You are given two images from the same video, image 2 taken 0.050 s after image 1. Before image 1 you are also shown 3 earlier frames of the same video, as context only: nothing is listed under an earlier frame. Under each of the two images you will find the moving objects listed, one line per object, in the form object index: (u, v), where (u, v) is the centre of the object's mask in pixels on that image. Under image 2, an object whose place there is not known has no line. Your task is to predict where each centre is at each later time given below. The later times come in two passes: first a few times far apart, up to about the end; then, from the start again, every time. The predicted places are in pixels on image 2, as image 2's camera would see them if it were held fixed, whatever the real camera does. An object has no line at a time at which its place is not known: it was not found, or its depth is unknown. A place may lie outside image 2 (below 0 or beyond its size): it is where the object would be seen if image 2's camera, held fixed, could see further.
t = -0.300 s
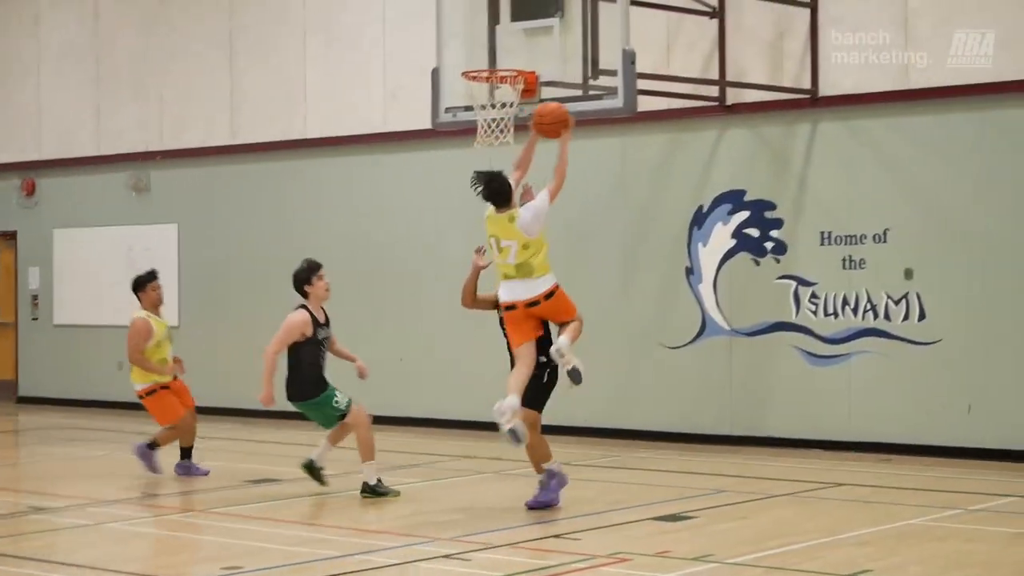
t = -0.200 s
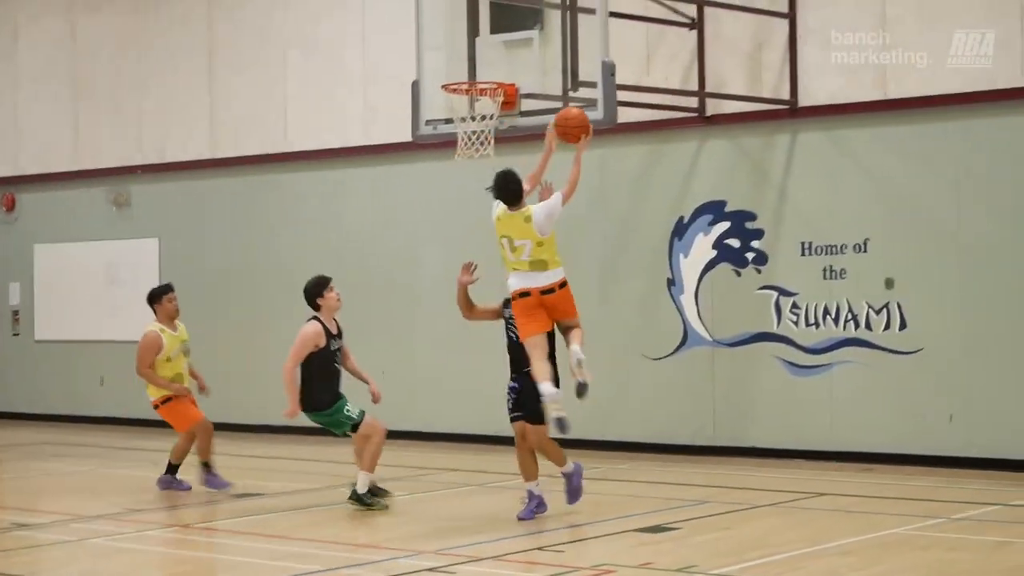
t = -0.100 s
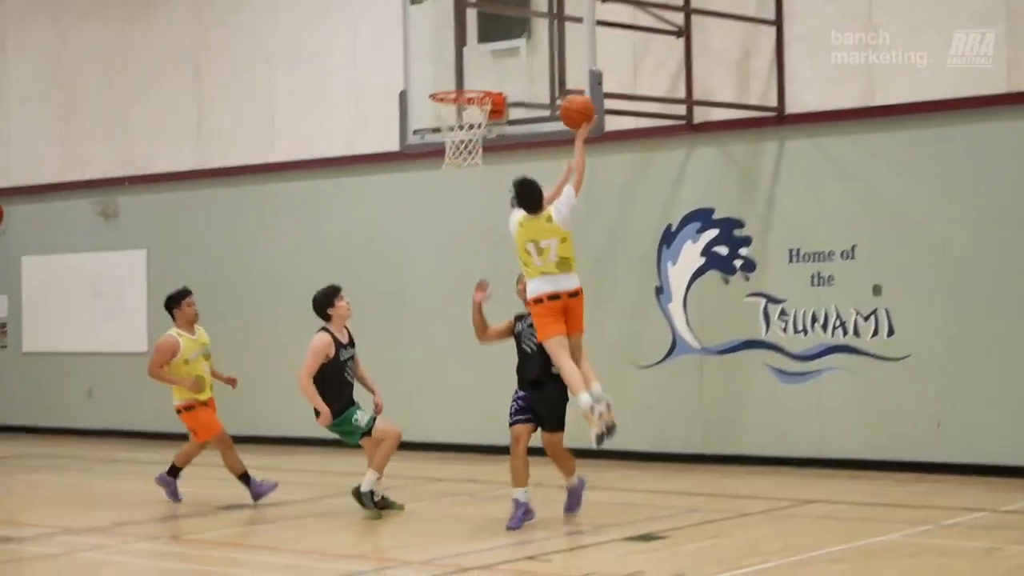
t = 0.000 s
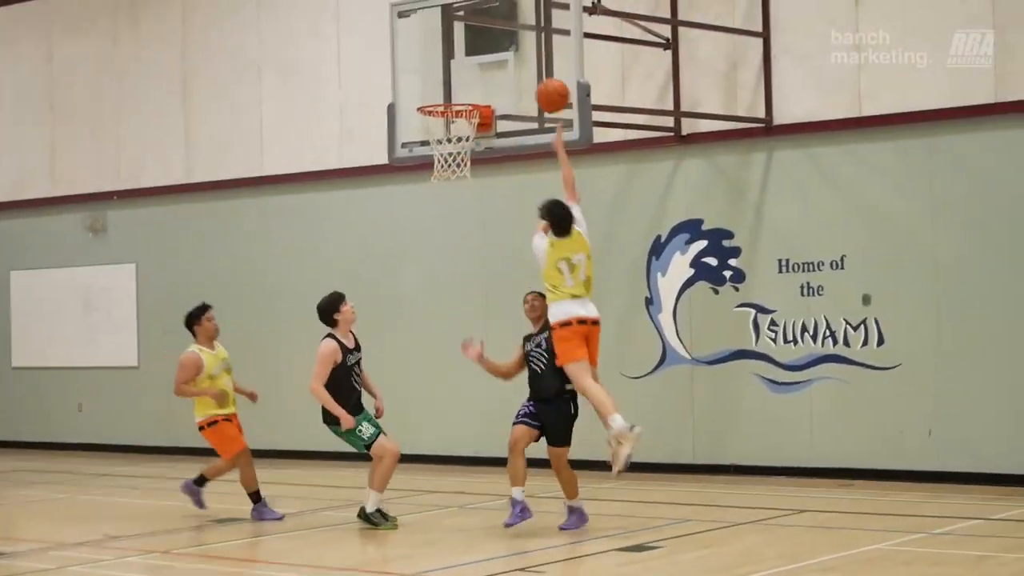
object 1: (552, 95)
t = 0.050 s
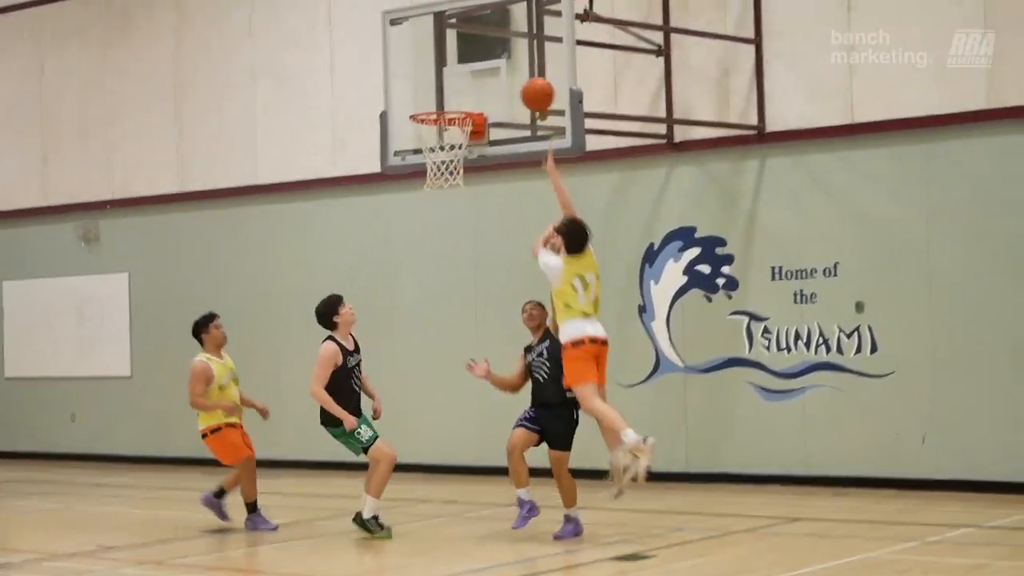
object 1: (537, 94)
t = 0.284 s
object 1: (504, 97)
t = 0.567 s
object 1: (516, 86)
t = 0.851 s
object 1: (562, 159)
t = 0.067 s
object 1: (535, 92)
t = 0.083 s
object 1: (533, 90)
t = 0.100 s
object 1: (530, 88)
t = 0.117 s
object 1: (528, 88)
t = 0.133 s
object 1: (526, 87)
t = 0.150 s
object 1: (524, 87)
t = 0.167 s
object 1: (521, 88)
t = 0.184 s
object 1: (519, 88)
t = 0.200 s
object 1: (516, 89)
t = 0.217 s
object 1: (515, 90)
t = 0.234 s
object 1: (512, 92)
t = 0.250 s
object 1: (510, 94)
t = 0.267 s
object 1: (508, 96)
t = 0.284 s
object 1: (504, 97)
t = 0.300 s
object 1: (500, 98)
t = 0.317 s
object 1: (495, 99)
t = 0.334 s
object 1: (491, 100)
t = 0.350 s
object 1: (486, 102)
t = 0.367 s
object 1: (486, 100)
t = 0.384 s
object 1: (488, 97)
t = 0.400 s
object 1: (491, 95)
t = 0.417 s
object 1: (493, 92)
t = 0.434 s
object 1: (496, 90)
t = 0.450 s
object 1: (498, 88)
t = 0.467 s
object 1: (500, 87)
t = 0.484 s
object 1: (502, 86)
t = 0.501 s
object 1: (505, 85)
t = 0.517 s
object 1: (507, 85)
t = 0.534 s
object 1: (510, 85)
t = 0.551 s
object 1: (512, 85)
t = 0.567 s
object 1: (516, 86)
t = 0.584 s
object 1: (517, 87)
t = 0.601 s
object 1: (520, 89)
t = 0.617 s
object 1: (523, 91)
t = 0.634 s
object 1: (526, 93)
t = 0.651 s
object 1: (529, 95)
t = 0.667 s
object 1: (530, 99)
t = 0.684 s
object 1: (533, 102)
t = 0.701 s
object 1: (535, 106)
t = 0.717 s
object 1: (538, 111)
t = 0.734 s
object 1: (541, 115)
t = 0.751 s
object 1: (544, 121)
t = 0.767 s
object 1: (547, 125)
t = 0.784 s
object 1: (550, 131)
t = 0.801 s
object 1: (552, 137)
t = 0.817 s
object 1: (556, 143)
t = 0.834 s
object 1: (558, 150)
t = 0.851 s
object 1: (562, 159)
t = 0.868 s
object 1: (564, 165)
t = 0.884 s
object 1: (567, 173)
